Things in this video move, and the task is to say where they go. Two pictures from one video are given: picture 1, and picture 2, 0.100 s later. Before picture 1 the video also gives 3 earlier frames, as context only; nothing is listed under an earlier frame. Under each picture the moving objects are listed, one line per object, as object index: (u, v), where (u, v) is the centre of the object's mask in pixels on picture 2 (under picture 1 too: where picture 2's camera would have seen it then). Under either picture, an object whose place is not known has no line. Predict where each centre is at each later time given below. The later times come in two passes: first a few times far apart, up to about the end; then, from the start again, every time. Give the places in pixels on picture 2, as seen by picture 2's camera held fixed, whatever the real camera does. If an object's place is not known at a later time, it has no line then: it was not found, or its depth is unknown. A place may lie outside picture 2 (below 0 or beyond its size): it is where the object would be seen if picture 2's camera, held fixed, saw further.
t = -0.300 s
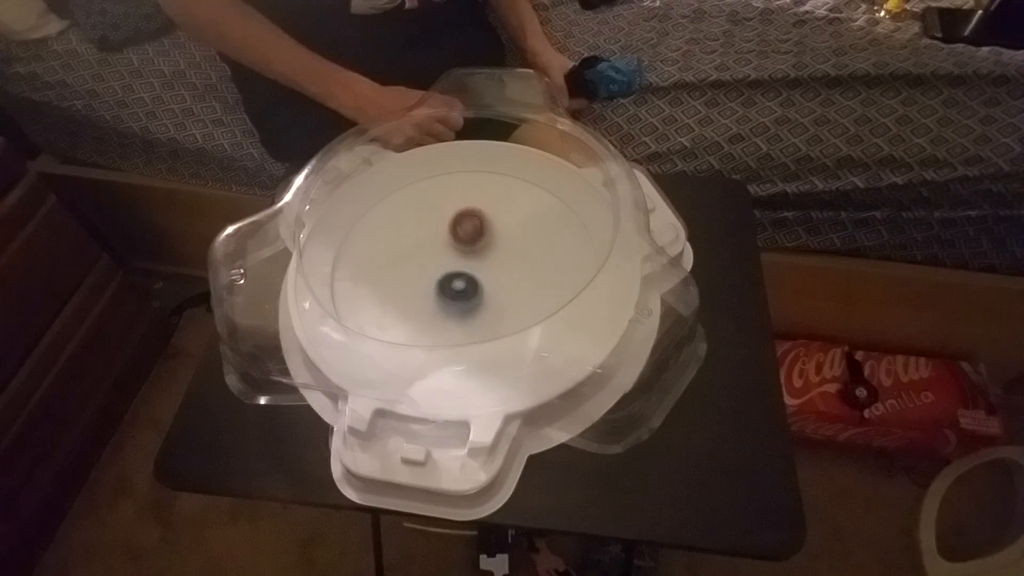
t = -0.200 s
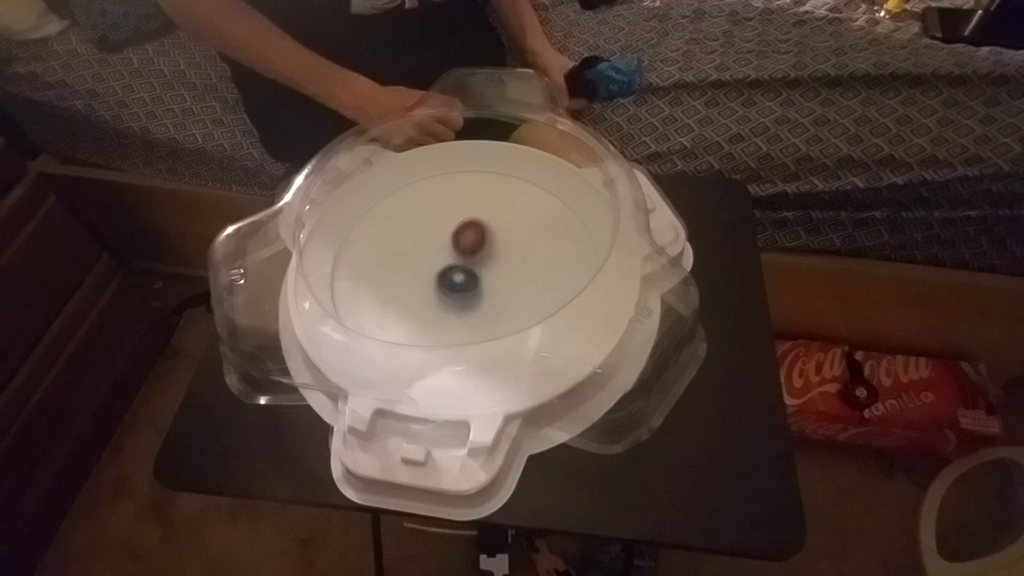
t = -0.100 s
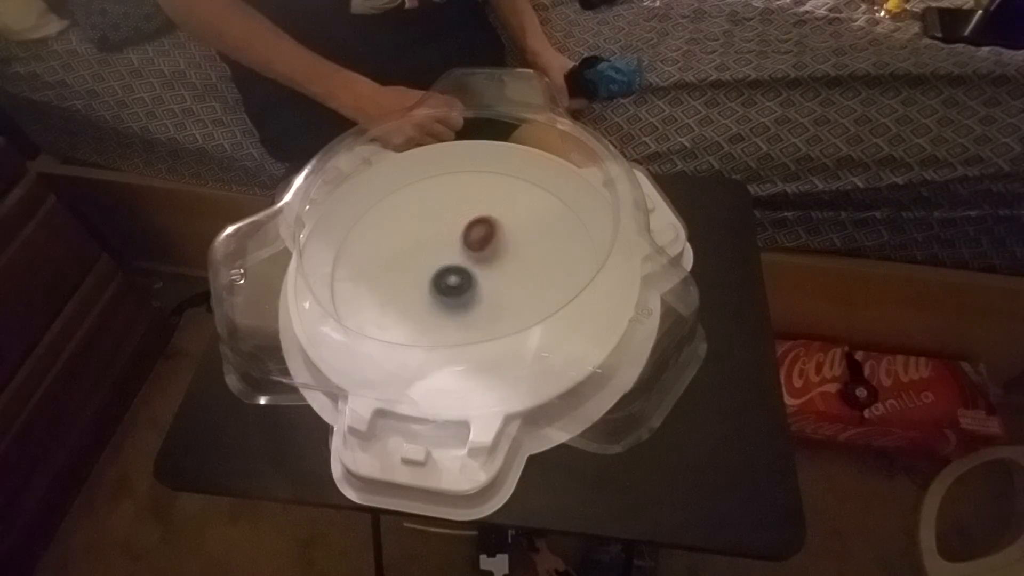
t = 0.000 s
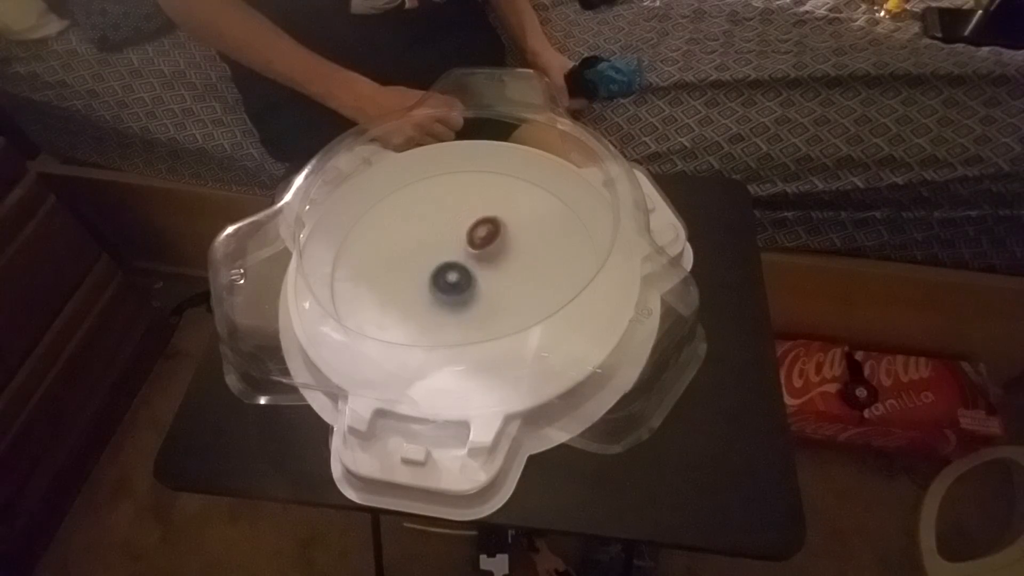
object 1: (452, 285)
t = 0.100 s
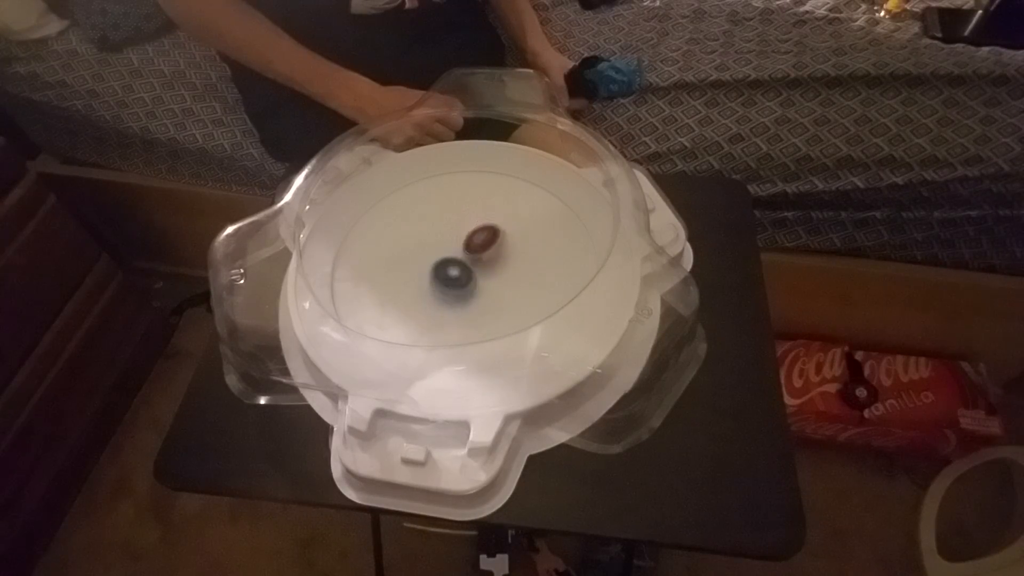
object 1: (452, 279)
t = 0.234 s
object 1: (445, 281)
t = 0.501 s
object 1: (452, 273)
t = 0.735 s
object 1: (461, 267)
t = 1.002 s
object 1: (459, 270)
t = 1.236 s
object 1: (452, 278)
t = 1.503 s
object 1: (444, 282)
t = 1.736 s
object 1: (446, 277)
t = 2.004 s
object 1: (443, 271)
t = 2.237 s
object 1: (444, 272)
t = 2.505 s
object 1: (444, 275)
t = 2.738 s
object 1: (444, 275)
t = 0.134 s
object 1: (449, 282)
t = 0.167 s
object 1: (444, 283)
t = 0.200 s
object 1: (443, 282)
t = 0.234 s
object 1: (445, 281)
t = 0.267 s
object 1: (446, 280)
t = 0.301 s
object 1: (446, 280)
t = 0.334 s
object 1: (446, 280)
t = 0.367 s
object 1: (447, 278)
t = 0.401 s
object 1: (449, 275)
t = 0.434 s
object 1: (450, 274)
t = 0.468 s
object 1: (450, 273)
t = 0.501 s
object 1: (452, 273)
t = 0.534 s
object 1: (453, 271)
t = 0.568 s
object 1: (455, 270)
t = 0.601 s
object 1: (456, 269)
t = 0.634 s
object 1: (458, 268)
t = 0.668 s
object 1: (459, 268)
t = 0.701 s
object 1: (460, 267)
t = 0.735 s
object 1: (461, 267)
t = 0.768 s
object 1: (461, 267)
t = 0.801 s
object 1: (462, 267)
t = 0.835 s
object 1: (462, 268)
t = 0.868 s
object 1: (460, 269)
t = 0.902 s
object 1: (458, 269)
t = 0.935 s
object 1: (458, 269)
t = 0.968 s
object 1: (459, 269)
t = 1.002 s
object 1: (459, 270)
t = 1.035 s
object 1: (459, 270)
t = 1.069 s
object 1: (457, 271)
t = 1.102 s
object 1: (456, 272)
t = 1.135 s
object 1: (454, 274)
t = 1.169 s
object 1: (453, 275)
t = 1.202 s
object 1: (453, 277)
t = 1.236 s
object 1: (452, 278)
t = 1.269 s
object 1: (451, 280)
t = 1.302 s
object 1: (451, 282)
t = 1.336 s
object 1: (451, 283)
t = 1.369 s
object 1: (450, 283)
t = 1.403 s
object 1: (447, 281)
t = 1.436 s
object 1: (444, 282)
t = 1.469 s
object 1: (444, 282)
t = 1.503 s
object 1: (444, 282)
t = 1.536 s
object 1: (444, 281)
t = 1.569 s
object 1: (444, 282)
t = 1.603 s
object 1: (444, 281)
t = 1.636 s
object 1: (444, 281)
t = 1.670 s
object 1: (445, 280)
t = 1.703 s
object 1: (446, 279)
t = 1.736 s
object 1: (446, 277)
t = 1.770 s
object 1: (446, 275)
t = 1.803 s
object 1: (445, 273)
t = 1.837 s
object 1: (445, 274)
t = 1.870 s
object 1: (444, 272)
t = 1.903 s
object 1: (444, 272)
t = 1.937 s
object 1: (443, 272)
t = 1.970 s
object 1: (443, 272)
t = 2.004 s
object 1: (443, 271)
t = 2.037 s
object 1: (444, 272)
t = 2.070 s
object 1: (443, 270)
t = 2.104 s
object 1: (443, 270)
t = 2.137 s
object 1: (444, 272)
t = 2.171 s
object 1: (444, 272)
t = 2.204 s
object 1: (443, 271)
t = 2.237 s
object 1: (444, 272)
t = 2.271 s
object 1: (444, 273)
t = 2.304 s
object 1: (445, 273)
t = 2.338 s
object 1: (445, 274)
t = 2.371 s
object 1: (444, 275)
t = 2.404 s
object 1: (444, 275)
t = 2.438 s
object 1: (444, 275)
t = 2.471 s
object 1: (444, 275)
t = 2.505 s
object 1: (444, 275)
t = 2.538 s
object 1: (444, 275)
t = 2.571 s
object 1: (445, 275)
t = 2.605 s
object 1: (444, 275)
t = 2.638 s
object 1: (444, 275)
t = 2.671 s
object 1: (444, 275)
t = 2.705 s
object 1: (444, 275)
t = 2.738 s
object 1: (444, 275)
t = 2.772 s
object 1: (444, 275)
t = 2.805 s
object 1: (443, 275)
